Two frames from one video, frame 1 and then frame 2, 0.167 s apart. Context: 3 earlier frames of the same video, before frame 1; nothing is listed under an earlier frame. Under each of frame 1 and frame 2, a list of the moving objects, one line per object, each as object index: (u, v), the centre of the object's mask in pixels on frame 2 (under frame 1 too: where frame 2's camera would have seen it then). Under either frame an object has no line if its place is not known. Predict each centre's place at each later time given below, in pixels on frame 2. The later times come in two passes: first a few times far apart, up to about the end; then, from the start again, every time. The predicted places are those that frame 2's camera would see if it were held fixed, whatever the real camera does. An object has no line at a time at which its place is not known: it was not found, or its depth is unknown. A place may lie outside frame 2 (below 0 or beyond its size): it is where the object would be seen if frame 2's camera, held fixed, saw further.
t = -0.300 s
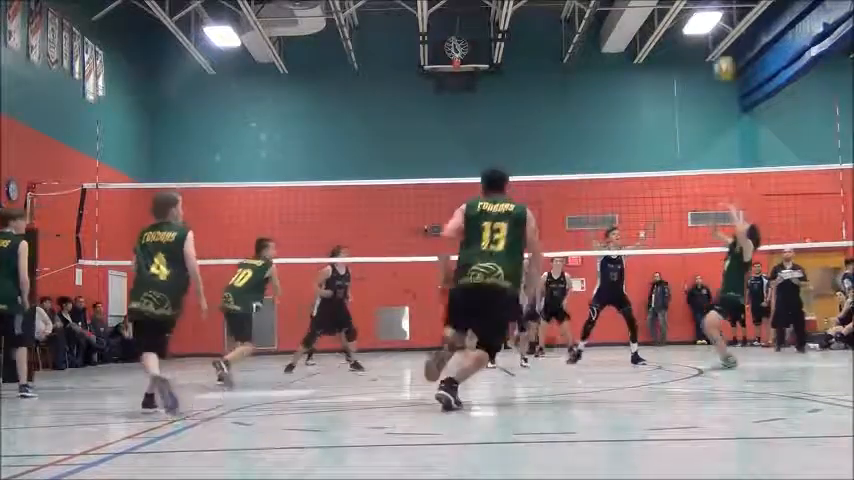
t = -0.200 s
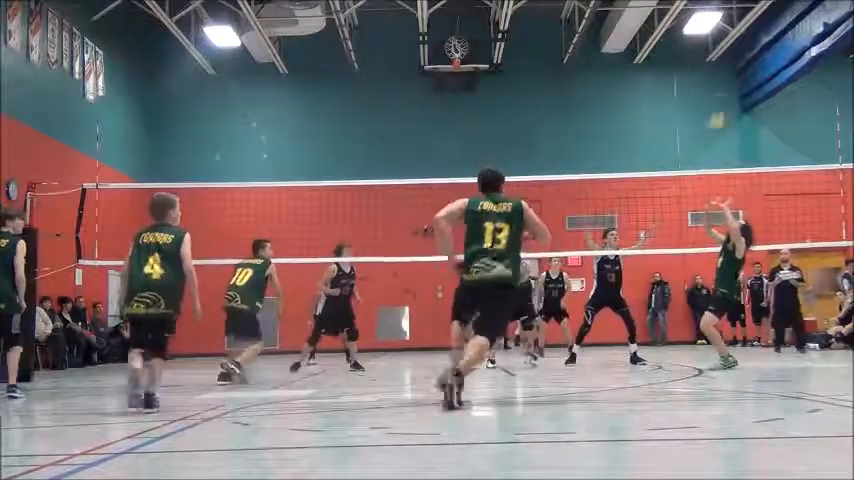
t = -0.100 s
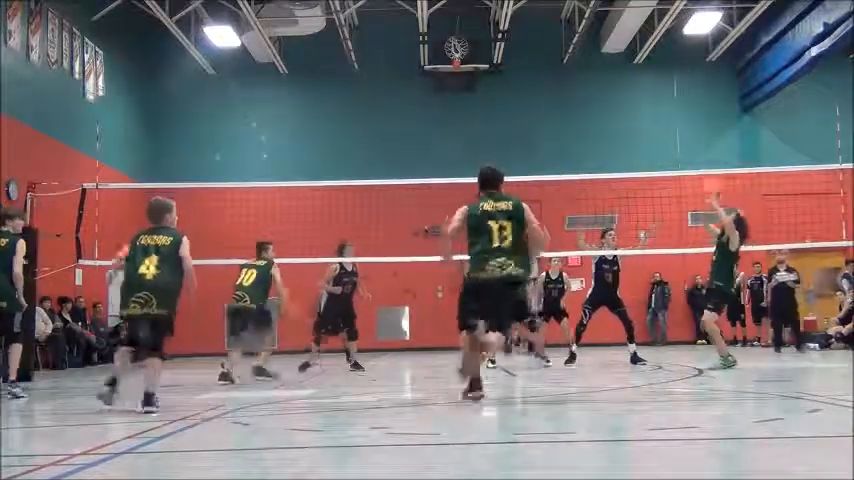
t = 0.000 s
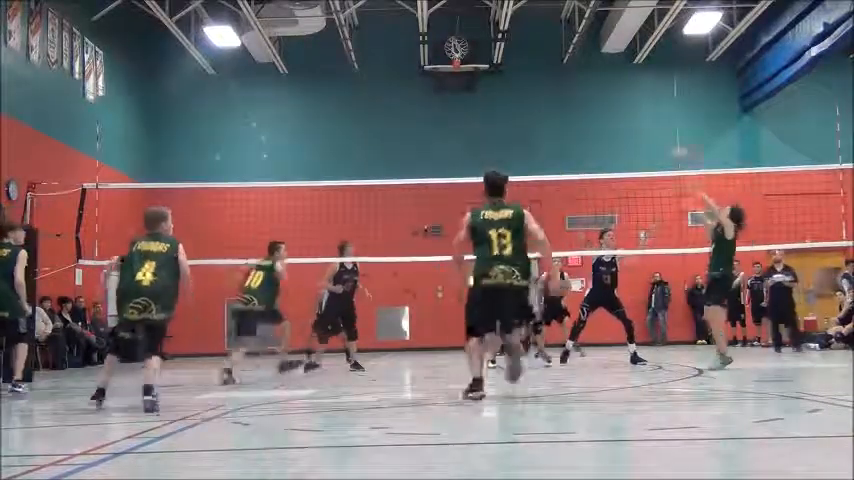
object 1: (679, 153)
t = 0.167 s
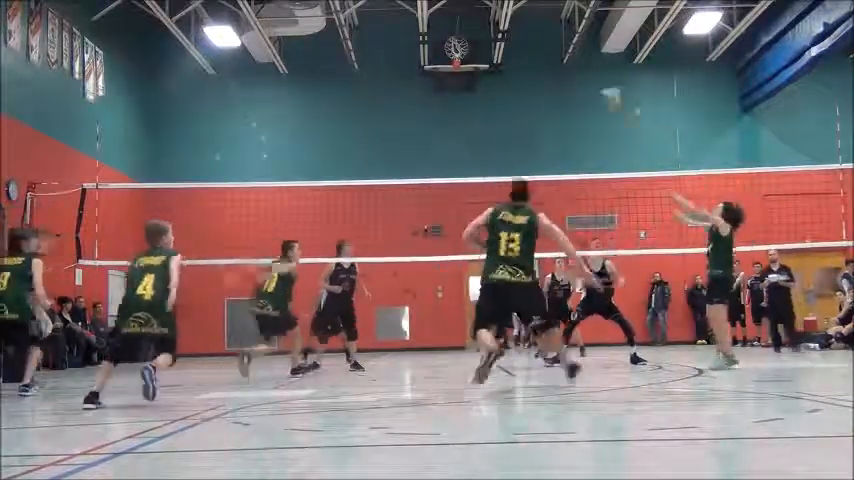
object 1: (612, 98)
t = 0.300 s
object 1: (562, 68)
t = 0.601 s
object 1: (462, 56)
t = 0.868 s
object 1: (378, 110)
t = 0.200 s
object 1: (600, 87)
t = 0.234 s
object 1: (586, 79)
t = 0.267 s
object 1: (573, 73)
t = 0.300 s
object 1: (562, 68)
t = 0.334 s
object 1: (550, 62)
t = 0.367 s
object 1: (538, 59)
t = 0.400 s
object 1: (526, 57)
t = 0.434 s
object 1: (516, 54)
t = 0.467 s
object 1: (504, 54)
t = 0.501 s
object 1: (493, 54)
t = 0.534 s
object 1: (482, 54)
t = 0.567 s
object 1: (472, 55)
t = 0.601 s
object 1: (462, 56)
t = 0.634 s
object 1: (447, 58)
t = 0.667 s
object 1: (439, 66)
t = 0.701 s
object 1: (428, 72)
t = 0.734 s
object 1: (418, 77)
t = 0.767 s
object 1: (409, 84)
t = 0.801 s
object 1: (399, 92)
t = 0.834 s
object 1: (389, 101)
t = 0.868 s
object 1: (378, 110)
